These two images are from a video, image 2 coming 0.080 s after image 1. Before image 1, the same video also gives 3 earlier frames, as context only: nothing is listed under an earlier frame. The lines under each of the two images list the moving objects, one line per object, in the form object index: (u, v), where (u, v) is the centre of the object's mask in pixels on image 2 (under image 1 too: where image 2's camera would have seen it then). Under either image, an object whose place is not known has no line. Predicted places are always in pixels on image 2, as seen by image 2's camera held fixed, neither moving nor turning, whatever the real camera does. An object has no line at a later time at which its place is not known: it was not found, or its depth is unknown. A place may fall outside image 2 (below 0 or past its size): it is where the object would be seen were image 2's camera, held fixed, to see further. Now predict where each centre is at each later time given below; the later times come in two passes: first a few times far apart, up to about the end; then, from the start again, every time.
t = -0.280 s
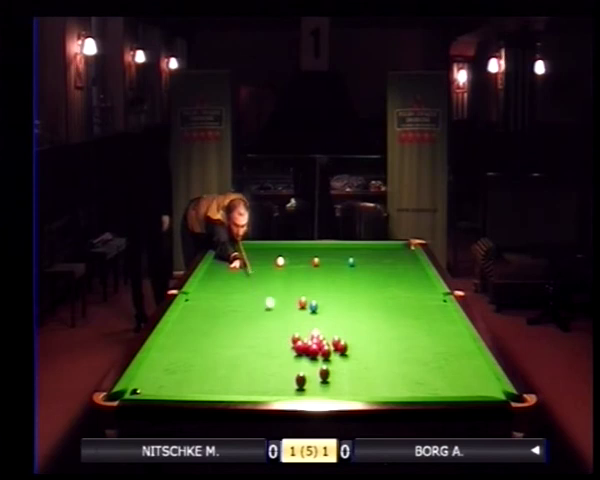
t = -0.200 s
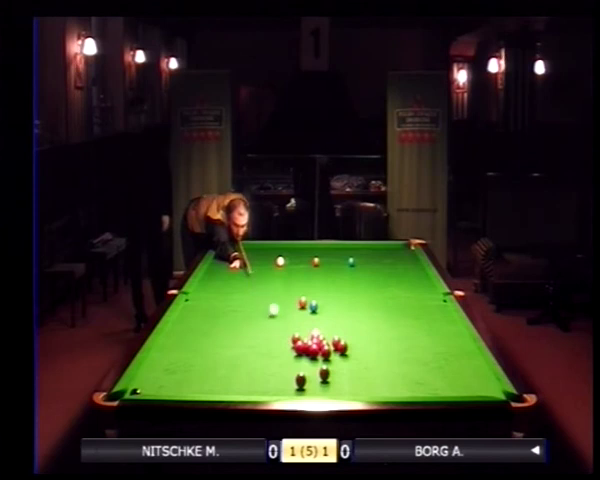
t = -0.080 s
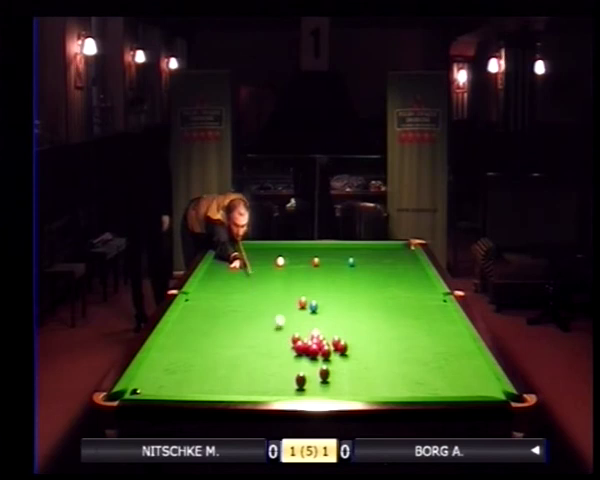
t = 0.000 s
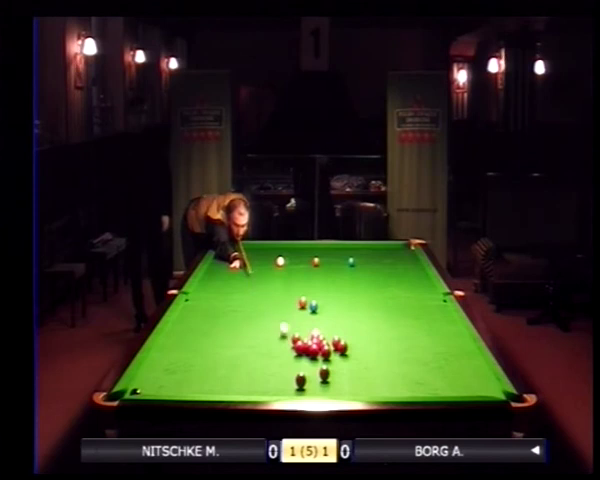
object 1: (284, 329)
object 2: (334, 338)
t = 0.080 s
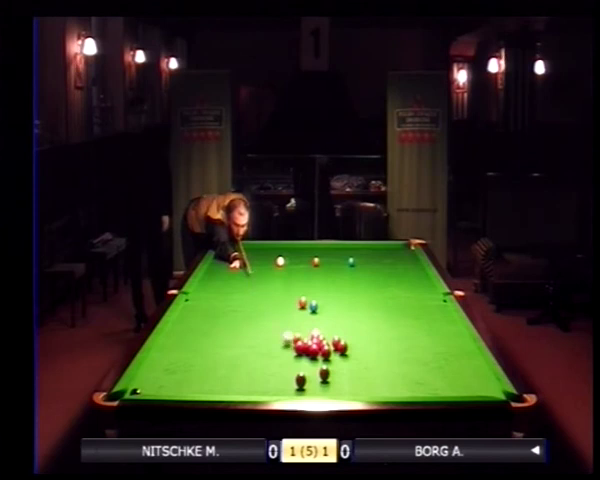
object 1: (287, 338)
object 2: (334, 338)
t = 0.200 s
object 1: (274, 347)
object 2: (335, 338)
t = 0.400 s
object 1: (253, 365)
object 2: (335, 336)
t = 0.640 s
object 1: (226, 388)
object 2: (337, 336)
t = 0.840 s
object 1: (208, 381)
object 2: (342, 333)
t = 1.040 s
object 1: (195, 368)
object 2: (349, 332)
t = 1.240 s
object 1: (183, 356)
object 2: (354, 333)
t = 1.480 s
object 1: (169, 344)
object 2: (361, 332)
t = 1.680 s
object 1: (172, 335)
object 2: (366, 332)
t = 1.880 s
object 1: (186, 327)
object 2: (370, 331)
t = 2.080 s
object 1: (198, 321)
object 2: (374, 331)
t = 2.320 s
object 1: (211, 313)
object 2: (377, 330)
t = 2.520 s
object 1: (221, 308)
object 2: (380, 330)
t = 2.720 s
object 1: (230, 303)
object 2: (382, 330)
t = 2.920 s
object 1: (238, 298)
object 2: (384, 330)
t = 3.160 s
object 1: (248, 293)
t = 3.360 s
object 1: (255, 289)
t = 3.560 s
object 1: (261, 285)
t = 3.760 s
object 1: (267, 281)
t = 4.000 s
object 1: (274, 278)
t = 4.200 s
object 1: (279, 275)
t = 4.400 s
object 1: (284, 272)
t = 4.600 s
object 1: (288, 269)
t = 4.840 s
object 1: (293, 266)
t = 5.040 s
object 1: (296, 264)
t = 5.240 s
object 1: (300, 262)
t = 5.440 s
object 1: (303, 260)
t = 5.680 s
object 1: (307, 258)
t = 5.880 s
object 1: (309, 256)
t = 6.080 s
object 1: (312, 255)
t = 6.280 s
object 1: (315, 253)
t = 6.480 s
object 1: (317, 252)
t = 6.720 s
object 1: (319, 251)
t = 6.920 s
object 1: (320, 250)
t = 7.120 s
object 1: (322, 249)
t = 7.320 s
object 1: (323, 248)
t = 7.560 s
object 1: (325, 247)
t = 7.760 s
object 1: (326, 246)
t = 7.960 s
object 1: (327, 246)
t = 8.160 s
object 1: (327, 246)
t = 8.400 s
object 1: (328, 245)
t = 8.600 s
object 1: (329, 245)
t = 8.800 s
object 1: (329, 245)
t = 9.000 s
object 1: (329, 245)
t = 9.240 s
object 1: (330, 245)
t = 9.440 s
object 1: (330, 245)
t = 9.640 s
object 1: (330, 245)
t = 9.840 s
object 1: (330, 245)
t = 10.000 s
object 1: (330, 245)
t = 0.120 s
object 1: (283, 340)
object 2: (334, 338)
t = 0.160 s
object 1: (278, 344)
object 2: (334, 338)
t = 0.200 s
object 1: (274, 347)
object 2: (335, 338)
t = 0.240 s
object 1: (270, 350)
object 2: (335, 338)
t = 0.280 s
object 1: (266, 354)
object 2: (335, 337)
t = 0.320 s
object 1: (262, 358)
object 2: (336, 337)
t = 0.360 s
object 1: (258, 361)
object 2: (336, 337)
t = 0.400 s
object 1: (253, 365)
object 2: (335, 336)
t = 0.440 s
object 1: (249, 369)
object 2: (335, 337)
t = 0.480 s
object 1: (244, 373)
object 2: (334, 336)
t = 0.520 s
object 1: (239, 378)
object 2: (334, 336)
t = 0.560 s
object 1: (235, 382)
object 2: (335, 336)
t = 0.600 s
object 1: (230, 385)
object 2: (336, 337)
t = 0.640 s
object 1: (226, 388)
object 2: (337, 336)
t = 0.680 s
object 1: (220, 391)
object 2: (339, 336)
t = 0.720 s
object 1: (217, 389)
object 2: (339, 336)
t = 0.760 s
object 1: (214, 387)
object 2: (340, 336)
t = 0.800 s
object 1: (211, 384)
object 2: (341, 333)
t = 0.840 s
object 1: (208, 381)
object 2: (342, 333)
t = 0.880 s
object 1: (206, 379)
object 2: (343, 333)
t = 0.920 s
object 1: (203, 376)
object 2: (344, 332)
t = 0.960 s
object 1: (200, 373)
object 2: (346, 333)
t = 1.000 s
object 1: (198, 371)
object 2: (347, 333)
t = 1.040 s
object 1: (195, 368)
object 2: (349, 332)
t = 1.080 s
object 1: (192, 366)
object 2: (350, 333)
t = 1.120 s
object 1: (190, 363)
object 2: (351, 334)
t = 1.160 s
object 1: (187, 361)
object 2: (352, 333)
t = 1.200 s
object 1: (185, 359)
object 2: (353, 333)
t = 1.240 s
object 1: (183, 356)
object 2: (354, 333)
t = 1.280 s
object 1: (181, 354)
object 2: (355, 333)
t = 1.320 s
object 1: (178, 352)
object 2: (357, 333)
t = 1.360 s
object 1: (176, 350)
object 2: (358, 333)
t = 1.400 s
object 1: (174, 348)
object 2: (359, 333)
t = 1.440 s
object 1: (172, 346)
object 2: (360, 333)
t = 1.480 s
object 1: (169, 344)
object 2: (361, 332)
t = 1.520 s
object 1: (167, 342)
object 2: (362, 332)
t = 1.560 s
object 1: (166, 340)
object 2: (363, 332)
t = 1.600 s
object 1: (166, 338)
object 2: (364, 332)
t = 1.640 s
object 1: (170, 336)
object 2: (365, 332)
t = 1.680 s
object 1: (172, 335)
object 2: (366, 332)
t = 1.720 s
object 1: (175, 333)
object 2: (366, 332)
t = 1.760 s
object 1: (178, 332)
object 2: (367, 331)
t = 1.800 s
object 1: (181, 330)
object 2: (368, 331)
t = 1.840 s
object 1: (183, 329)
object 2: (369, 331)
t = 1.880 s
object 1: (186, 327)
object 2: (370, 331)
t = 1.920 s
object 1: (188, 326)
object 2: (371, 331)
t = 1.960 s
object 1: (191, 325)
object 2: (371, 331)
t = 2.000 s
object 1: (193, 323)
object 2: (372, 331)
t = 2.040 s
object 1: (195, 322)
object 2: (373, 331)
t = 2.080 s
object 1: (198, 321)
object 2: (374, 331)
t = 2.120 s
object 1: (200, 319)
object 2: (374, 331)
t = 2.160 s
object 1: (202, 318)
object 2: (375, 331)
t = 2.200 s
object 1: (205, 317)
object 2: (376, 331)
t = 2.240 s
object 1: (206, 315)
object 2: (376, 330)
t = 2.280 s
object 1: (209, 315)
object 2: (377, 330)
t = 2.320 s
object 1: (211, 313)
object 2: (377, 330)
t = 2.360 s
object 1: (213, 312)
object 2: (378, 330)
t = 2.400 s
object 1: (215, 311)
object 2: (378, 330)
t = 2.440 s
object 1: (217, 310)
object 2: (379, 330)
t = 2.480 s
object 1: (219, 309)
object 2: (379, 330)
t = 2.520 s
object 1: (221, 308)
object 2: (380, 330)
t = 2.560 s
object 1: (223, 307)
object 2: (380, 330)
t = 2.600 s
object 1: (225, 306)
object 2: (380, 330)
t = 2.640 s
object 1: (226, 305)
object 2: (381, 330)
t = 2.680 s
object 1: (228, 304)
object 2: (382, 330)
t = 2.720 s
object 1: (230, 303)
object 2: (382, 330)
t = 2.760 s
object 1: (232, 302)
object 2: (382, 329)
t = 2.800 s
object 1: (233, 301)
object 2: (383, 330)
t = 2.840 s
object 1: (235, 300)
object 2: (383, 330)
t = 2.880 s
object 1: (237, 299)
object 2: (383, 330)
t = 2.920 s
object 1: (238, 298)
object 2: (384, 330)
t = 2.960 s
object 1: (240, 297)
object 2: (384, 330)
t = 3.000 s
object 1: (242, 297)
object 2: (384, 329)
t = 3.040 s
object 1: (243, 295)
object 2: (384, 329)
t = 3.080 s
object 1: (245, 295)
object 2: (384, 329)
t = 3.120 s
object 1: (246, 294)
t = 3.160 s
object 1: (248, 293)
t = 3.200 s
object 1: (249, 292)
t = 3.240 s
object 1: (250, 291)
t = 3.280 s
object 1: (252, 290)
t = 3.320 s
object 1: (253, 289)
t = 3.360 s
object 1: (255, 289)
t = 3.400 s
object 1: (256, 288)
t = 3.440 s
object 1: (258, 287)
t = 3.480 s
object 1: (259, 286)
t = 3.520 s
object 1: (260, 286)
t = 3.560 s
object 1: (261, 285)
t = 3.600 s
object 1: (263, 284)
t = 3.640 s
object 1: (264, 284)
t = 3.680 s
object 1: (265, 283)
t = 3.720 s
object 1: (266, 282)
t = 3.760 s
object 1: (267, 281)
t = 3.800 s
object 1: (268, 281)
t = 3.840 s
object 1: (269, 280)
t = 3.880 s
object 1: (271, 280)
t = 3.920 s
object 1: (272, 279)
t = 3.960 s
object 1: (273, 278)
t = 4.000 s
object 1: (274, 278)
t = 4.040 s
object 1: (275, 277)
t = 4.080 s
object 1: (276, 276)
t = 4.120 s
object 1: (277, 276)
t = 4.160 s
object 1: (278, 275)
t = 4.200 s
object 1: (279, 275)
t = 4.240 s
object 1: (280, 274)
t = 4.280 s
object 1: (281, 273)
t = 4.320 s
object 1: (282, 273)
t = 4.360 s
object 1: (283, 272)
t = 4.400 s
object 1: (284, 272)
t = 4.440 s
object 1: (284, 271)
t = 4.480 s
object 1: (285, 271)
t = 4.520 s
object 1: (286, 270)
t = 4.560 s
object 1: (287, 270)
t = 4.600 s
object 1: (288, 269)
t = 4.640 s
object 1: (289, 269)
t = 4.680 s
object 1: (289, 268)
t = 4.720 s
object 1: (291, 268)
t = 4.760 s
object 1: (291, 267)
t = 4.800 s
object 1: (292, 267)
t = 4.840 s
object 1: (293, 266)
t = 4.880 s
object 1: (293, 266)
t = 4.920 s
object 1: (294, 265)
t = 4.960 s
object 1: (295, 265)
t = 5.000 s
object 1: (295, 264)
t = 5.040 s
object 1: (296, 264)
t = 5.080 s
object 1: (297, 264)
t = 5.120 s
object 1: (298, 263)
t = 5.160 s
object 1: (298, 263)
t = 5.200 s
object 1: (299, 262)
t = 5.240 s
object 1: (300, 262)
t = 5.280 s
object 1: (301, 262)
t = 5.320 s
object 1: (301, 261)
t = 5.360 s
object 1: (302, 261)
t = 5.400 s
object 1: (303, 261)
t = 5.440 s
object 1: (303, 260)
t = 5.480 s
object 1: (304, 259)
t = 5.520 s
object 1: (304, 259)
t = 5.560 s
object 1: (305, 259)
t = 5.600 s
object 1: (305, 259)
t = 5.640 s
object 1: (306, 258)
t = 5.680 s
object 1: (307, 258)
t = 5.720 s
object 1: (307, 258)
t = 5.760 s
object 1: (308, 257)
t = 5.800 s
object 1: (308, 257)
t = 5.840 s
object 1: (309, 257)
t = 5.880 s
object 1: (309, 256)
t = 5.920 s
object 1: (310, 256)
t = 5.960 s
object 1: (311, 255)
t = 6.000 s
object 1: (311, 255)
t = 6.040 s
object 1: (311, 255)
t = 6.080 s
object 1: (312, 255)
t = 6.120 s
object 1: (312, 254)
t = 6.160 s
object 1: (313, 254)
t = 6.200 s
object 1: (313, 254)
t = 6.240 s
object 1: (314, 254)
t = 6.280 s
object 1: (315, 253)
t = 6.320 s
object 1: (315, 253)
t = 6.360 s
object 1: (315, 253)
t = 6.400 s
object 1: (316, 252)
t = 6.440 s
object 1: (316, 252)
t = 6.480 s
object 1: (317, 252)
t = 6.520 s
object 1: (317, 252)
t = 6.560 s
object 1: (317, 252)
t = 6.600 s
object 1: (318, 251)
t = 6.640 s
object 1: (318, 251)
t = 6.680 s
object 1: (318, 251)
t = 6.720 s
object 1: (319, 251)
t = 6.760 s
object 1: (319, 251)
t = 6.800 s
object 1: (320, 250)
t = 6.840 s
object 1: (320, 250)
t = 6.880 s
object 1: (320, 250)
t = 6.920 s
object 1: (320, 250)
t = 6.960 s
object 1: (321, 250)
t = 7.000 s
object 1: (321, 249)
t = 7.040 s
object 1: (322, 249)
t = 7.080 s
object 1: (322, 249)
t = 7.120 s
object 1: (322, 249)
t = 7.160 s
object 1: (322, 249)
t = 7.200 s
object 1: (323, 249)
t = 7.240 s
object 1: (323, 248)
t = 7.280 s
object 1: (323, 248)
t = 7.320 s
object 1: (323, 248)
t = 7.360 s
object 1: (324, 248)
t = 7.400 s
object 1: (324, 248)
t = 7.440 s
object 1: (324, 247)
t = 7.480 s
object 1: (324, 247)
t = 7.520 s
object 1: (325, 247)
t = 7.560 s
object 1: (325, 247)
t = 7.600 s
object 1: (325, 247)
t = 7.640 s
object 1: (325, 247)
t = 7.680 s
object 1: (326, 247)
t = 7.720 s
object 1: (325, 247)
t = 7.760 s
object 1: (326, 246)
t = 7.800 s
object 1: (326, 246)
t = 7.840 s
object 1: (326, 246)
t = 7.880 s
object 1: (326, 246)
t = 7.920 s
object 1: (327, 246)
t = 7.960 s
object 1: (327, 246)
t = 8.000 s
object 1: (327, 246)
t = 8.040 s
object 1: (327, 246)
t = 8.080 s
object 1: (327, 246)
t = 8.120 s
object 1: (327, 246)
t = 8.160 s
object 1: (327, 246)
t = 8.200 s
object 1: (328, 246)
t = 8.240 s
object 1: (328, 246)
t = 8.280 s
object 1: (328, 245)
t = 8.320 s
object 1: (328, 245)
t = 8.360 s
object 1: (328, 245)
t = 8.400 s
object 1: (328, 245)
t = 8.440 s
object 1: (328, 245)
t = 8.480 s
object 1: (329, 245)
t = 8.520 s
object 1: (329, 245)
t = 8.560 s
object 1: (328, 245)
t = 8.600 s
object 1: (329, 245)
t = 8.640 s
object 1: (329, 245)
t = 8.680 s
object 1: (329, 245)
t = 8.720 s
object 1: (329, 245)
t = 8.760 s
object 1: (329, 245)
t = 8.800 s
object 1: (329, 245)
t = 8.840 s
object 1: (329, 245)
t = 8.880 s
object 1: (330, 245)
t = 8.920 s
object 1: (329, 245)
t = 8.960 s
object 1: (329, 245)
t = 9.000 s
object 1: (329, 245)
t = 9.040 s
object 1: (330, 245)
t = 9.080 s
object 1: (330, 245)
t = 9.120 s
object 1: (330, 245)
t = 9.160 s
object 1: (330, 245)
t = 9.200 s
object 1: (330, 245)
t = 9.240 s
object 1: (330, 245)
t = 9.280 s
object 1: (330, 245)
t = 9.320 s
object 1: (330, 245)
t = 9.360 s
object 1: (330, 245)
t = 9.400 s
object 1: (330, 245)
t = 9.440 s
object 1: (330, 245)
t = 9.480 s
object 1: (330, 245)
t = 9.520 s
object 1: (330, 245)
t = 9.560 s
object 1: (330, 245)
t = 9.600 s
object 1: (330, 245)
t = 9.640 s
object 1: (330, 245)
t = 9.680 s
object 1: (330, 245)
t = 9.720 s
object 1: (330, 245)
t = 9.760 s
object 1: (330, 245)
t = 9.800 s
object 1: (330, 245)
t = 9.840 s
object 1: (330, 245)
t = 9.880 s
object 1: (330, 245)
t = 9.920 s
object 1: (330, 245)
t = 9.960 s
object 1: (330, 245)
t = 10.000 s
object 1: (330, 245)
